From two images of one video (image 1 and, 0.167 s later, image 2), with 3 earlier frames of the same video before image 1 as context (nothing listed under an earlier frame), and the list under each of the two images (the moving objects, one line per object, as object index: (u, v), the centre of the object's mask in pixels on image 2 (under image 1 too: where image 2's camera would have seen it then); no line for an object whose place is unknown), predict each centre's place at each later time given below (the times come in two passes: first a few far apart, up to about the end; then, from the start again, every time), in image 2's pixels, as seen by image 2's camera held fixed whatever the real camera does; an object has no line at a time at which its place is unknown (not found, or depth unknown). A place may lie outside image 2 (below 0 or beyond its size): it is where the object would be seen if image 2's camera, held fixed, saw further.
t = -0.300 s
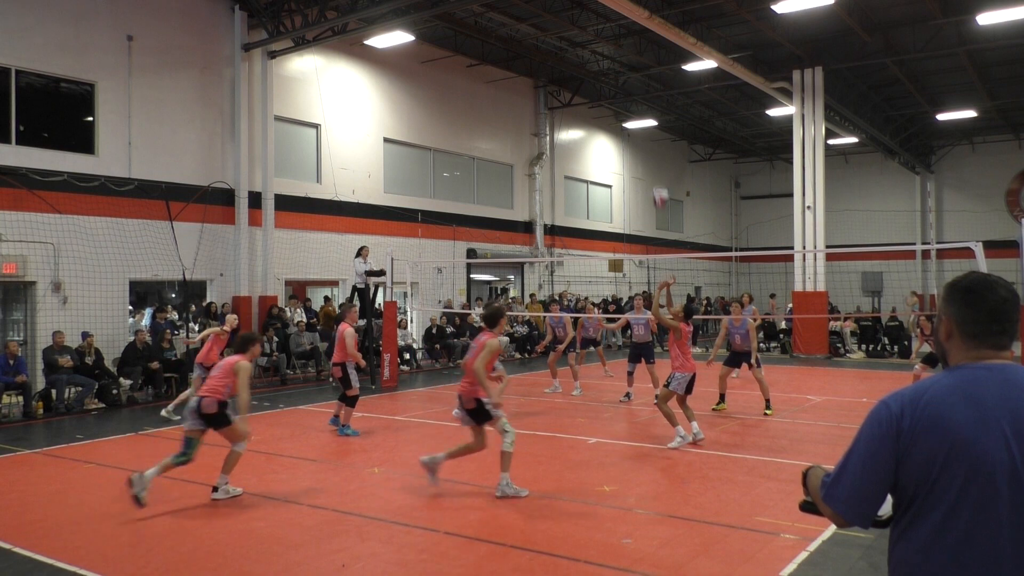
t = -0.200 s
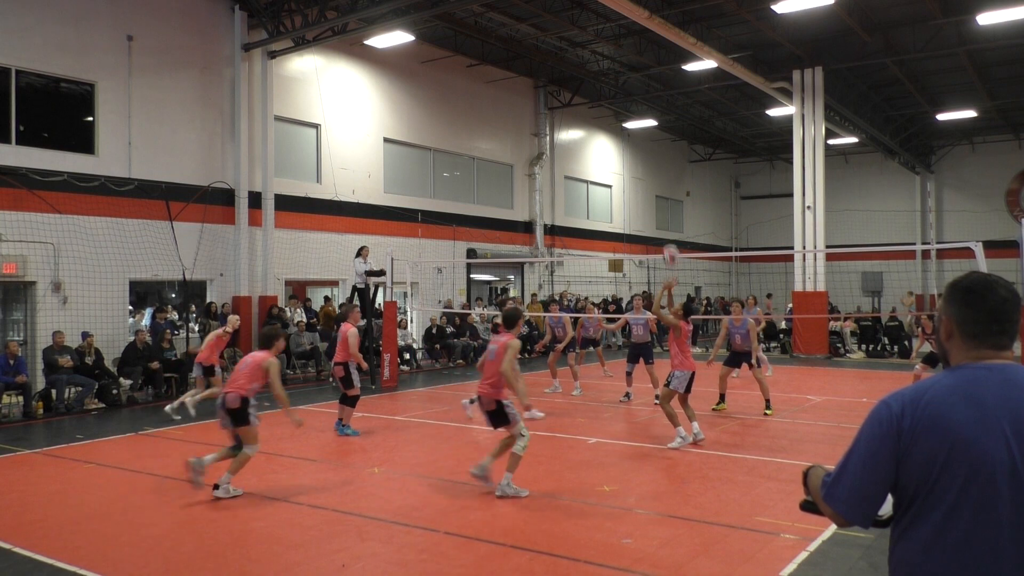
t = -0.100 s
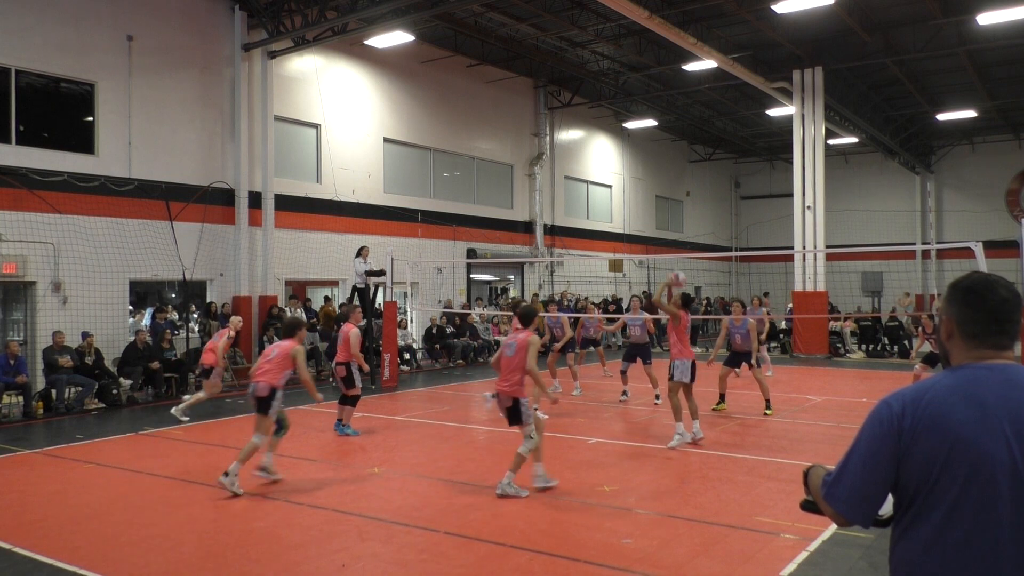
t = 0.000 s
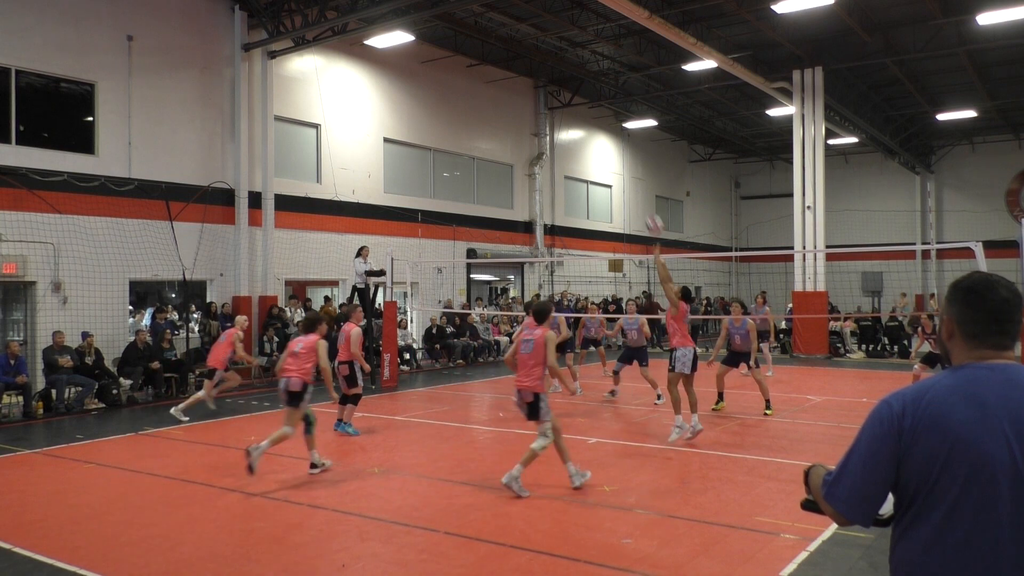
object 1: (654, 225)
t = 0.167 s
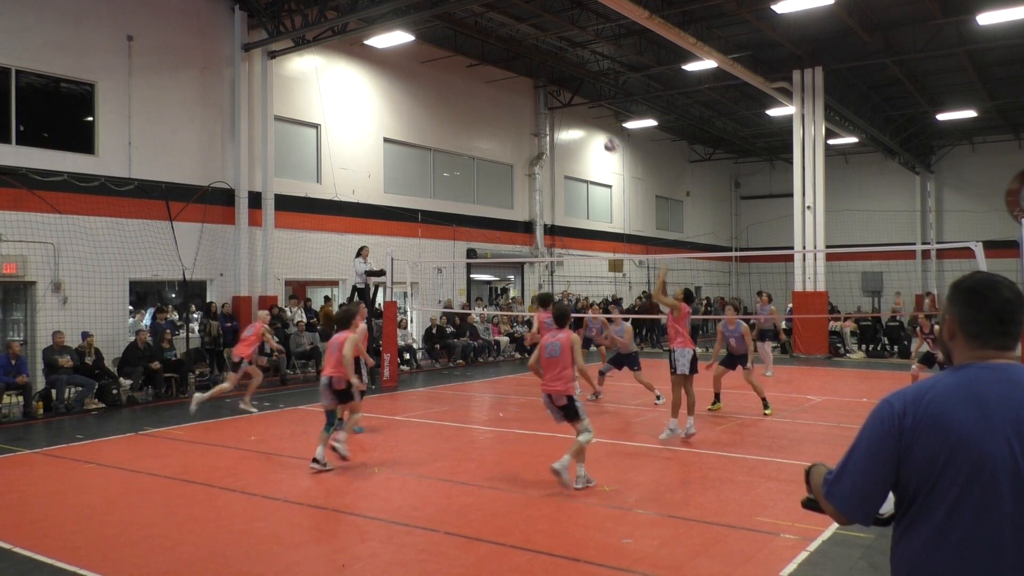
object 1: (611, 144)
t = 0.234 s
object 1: (596, 121)
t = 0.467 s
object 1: (547, 69)
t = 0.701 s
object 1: (505, 60)
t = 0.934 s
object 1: (467, 84)
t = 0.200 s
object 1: (603, 132)
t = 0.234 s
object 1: (596, 121)
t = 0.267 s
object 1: (588, 111)
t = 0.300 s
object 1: (581, 102)
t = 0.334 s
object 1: (574, 94)
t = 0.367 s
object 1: (567, 86)
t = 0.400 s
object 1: (560, 80)
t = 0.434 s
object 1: (553, 74)
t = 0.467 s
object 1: (547, 69)
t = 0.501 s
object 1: (540, 66)
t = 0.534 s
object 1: (534, 63)
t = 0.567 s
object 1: (528, 61)
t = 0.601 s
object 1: (522, 59)
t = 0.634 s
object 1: (516, 59)
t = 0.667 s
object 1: (510, 59)
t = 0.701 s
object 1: (505, 60)
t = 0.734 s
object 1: (499, 61)
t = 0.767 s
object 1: (493, 63)
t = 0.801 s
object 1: (488, 66)
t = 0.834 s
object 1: (483, 69)
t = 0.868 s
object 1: (477, 74)
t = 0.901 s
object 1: (473, 78)
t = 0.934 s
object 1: (467, 84)
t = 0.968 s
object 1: (463, 90)
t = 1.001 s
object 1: (457, 96)
